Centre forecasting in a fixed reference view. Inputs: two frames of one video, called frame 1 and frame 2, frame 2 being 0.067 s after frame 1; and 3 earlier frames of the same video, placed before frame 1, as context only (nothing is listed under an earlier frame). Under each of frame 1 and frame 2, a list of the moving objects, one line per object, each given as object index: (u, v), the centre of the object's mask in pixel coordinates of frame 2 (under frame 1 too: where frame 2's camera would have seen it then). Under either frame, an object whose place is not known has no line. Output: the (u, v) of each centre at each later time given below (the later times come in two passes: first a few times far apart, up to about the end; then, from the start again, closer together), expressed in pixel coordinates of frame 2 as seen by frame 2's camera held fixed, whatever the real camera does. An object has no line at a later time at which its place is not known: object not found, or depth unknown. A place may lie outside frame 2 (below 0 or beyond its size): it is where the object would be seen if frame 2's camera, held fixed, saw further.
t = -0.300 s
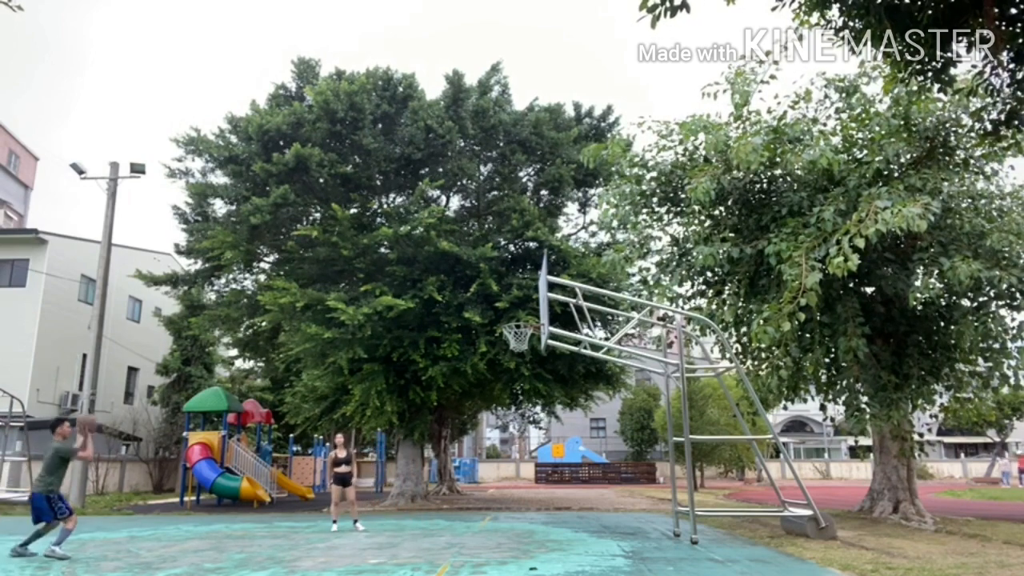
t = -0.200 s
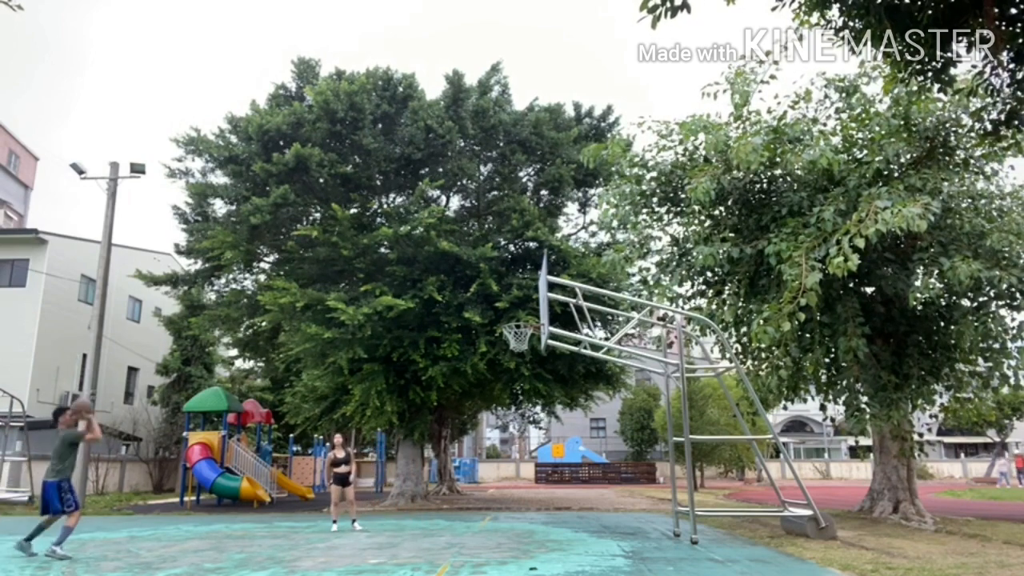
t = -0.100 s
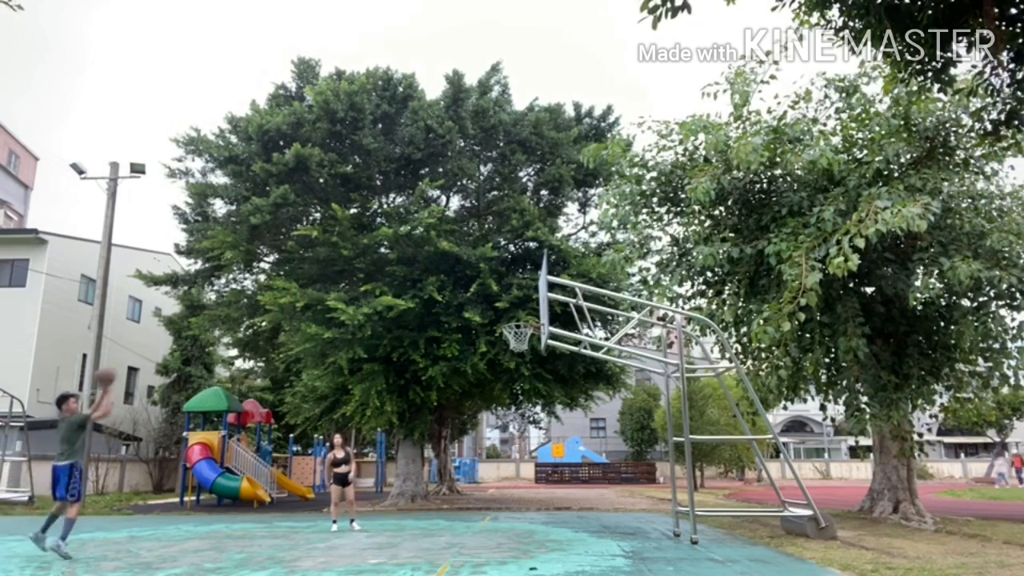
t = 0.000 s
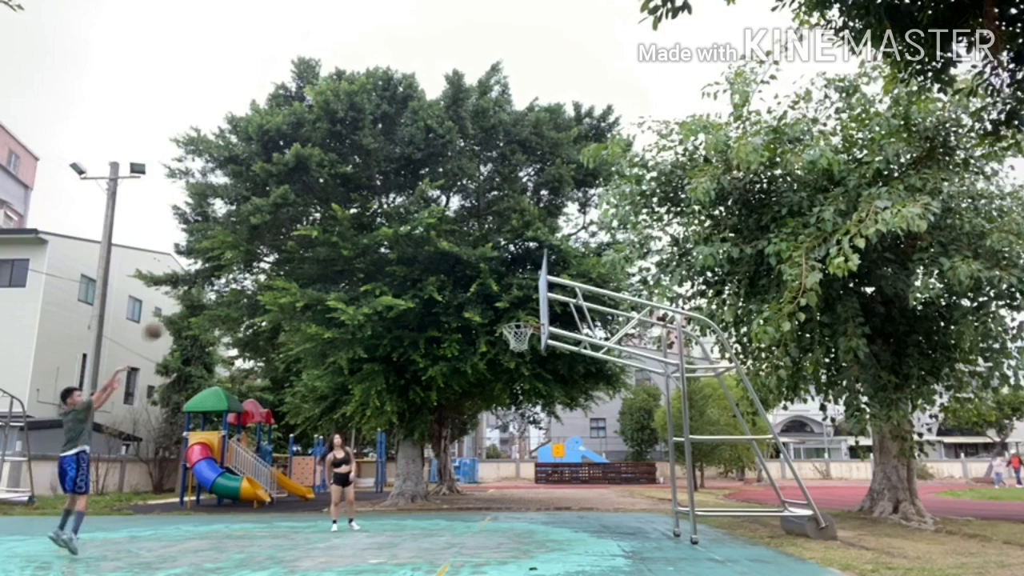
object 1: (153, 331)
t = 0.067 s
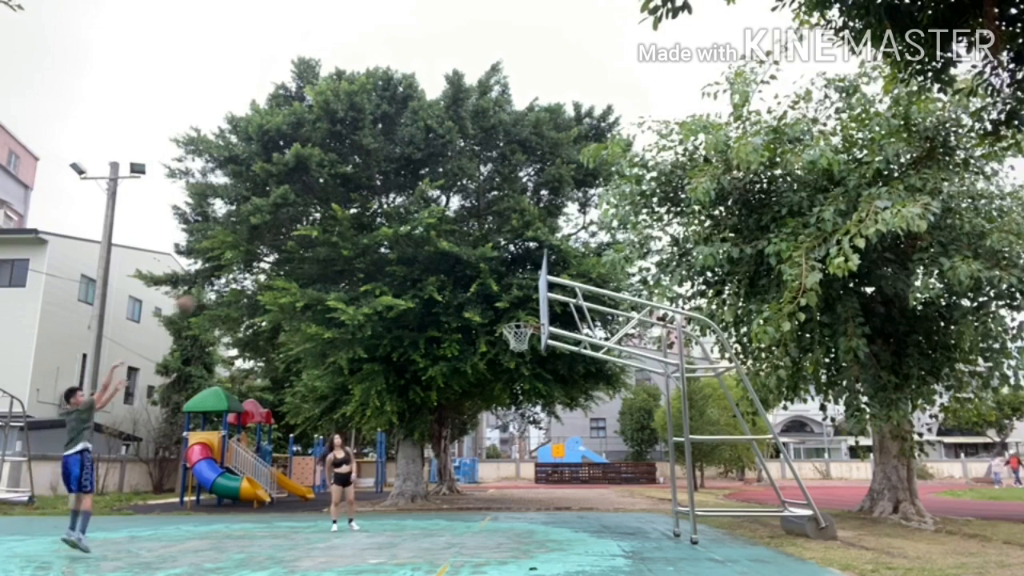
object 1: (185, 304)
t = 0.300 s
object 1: (283, 252)
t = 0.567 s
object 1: (374, 241)
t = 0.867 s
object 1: (465, 281)
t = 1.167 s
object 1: (525, 338)
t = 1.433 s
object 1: (512, 339)
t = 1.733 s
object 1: (523, 355)
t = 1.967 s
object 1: (530, 399)
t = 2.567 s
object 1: (544, 453)
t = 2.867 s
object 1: (547, 424)
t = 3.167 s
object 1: (554, 462)
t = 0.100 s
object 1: (198, 295)
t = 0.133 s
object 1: (213, 285)
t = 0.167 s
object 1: (229, 275)
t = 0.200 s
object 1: (244, 268)
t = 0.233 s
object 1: (255, 262)
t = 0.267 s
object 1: (269, 256)
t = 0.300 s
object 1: (283, 252)
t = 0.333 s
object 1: (294, 248)
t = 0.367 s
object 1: (307, 244)
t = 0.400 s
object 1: (319, 242)
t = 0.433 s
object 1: (330, 240)
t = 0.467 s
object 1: (342, 240)
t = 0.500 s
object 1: (353, 239)
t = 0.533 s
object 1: (364, 239)
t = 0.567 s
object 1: (374, 241)
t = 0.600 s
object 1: (386, 243)
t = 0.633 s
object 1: (396, 245)
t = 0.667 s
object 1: (406, 249)
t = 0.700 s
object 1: (416, 252)
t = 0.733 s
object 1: (426, 257)
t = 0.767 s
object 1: (437, 262)
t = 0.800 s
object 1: (446, 268)
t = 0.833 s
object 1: (456, 274)
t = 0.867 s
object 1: (465, 281)
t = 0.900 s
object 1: (475, 289)
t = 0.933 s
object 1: (485, 298)
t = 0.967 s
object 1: (494, 307)
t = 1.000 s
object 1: (503, 316)
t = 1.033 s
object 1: (513, 323)
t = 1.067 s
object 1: (521, 330)
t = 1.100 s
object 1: (524, 338)
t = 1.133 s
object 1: (526, 339)
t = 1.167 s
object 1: (525, 338)
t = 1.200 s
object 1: (521, 338)
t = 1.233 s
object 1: (518, 337)
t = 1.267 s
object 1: (515, 338)
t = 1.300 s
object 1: (513, 338)
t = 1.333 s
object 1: (513, 338)
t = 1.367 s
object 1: (512, 338)
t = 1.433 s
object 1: (512, 339)
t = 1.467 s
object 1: (514, 340)
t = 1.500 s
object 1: (515, 341)
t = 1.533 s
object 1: (516, 342)
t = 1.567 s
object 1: (517, 344)
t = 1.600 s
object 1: (518, 345)
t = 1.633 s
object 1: (519, 347)
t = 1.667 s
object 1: (520, 350)
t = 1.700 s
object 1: (521, 352)
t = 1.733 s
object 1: (523, 355)
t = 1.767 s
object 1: (524, 359)
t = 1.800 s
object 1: (525, 364)
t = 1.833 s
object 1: (526, 369)
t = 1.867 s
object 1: (526, 375)
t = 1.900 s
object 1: (528, 383)
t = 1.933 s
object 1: (529, 391)
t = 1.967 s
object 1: (530, 399)
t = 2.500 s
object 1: (543, 470)
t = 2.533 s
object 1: (543, 462)
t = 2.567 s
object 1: (544, 453)
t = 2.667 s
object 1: (545, 436)
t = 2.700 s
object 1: (545, 432)
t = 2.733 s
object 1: (546, 429)
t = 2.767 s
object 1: (546, 426)
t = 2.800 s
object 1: (546, 425)
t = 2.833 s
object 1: (547, 424)
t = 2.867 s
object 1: (547, 424)
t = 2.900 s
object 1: (548, 425)
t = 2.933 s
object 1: (549, 426)
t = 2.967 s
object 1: (549, 428)
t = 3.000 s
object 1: (550, 431)
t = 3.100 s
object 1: (552, 447)
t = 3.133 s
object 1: (553, 454)
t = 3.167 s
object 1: (554, 462)
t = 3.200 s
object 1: (554, 471)
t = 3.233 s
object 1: (555, 479)
